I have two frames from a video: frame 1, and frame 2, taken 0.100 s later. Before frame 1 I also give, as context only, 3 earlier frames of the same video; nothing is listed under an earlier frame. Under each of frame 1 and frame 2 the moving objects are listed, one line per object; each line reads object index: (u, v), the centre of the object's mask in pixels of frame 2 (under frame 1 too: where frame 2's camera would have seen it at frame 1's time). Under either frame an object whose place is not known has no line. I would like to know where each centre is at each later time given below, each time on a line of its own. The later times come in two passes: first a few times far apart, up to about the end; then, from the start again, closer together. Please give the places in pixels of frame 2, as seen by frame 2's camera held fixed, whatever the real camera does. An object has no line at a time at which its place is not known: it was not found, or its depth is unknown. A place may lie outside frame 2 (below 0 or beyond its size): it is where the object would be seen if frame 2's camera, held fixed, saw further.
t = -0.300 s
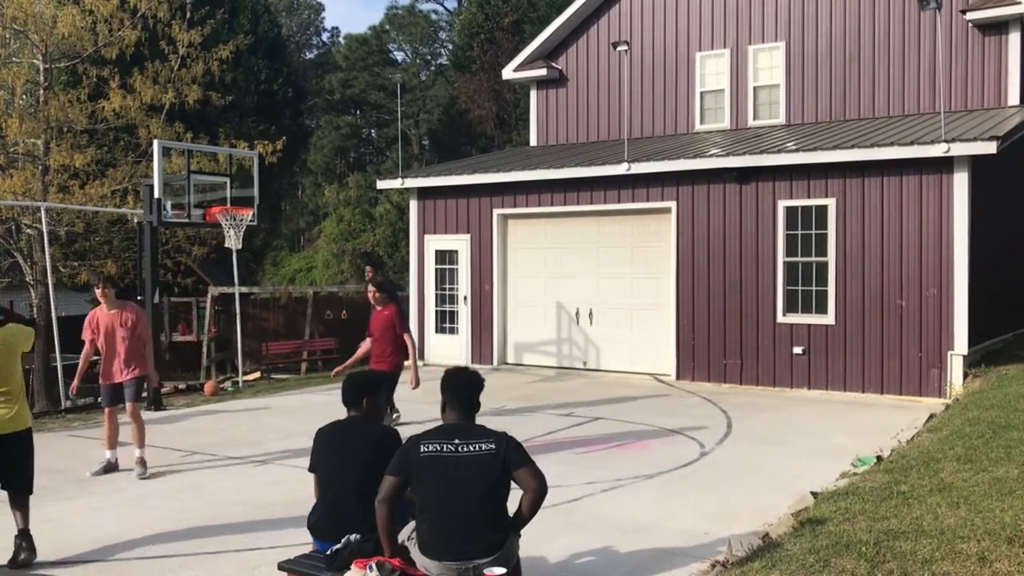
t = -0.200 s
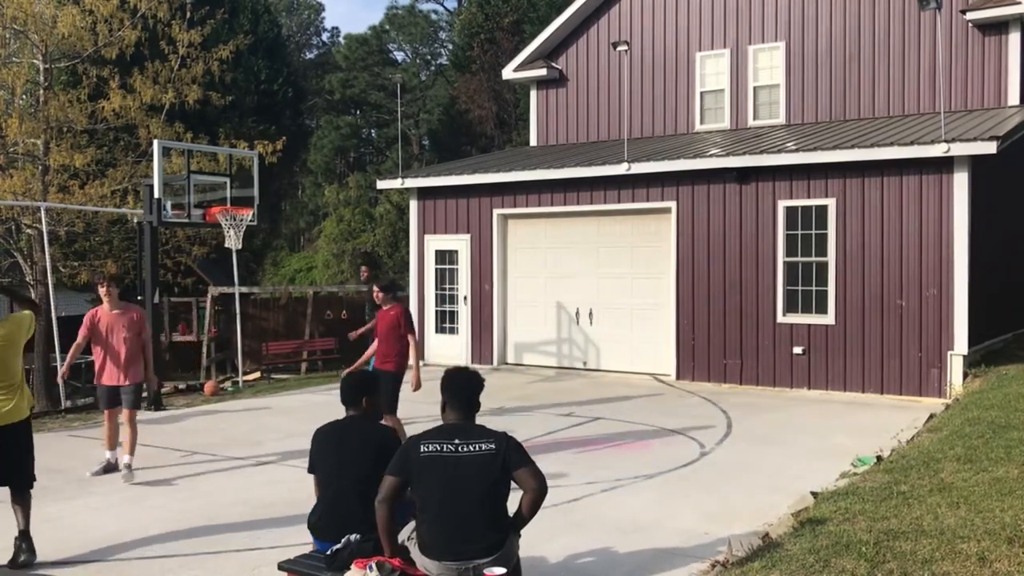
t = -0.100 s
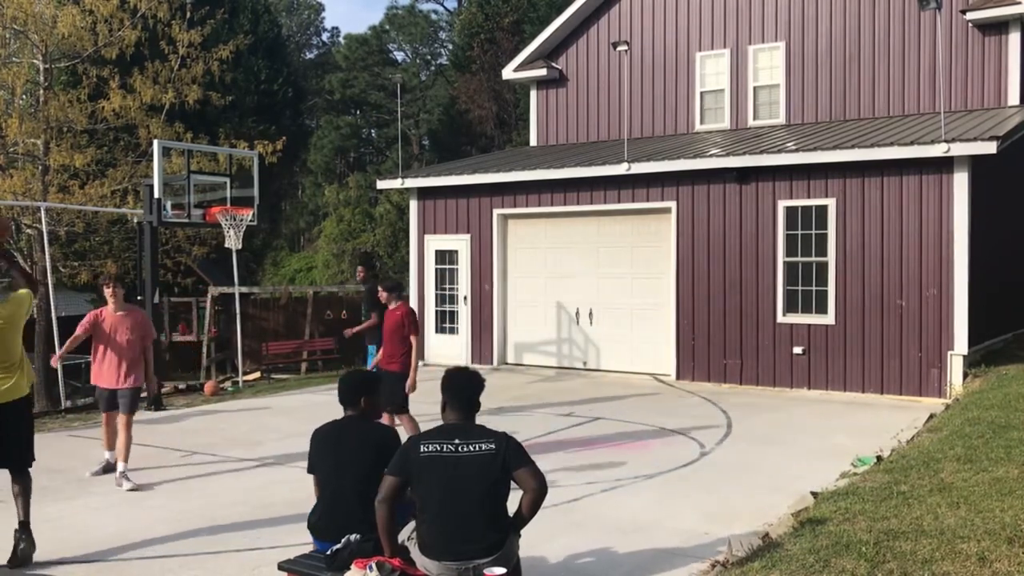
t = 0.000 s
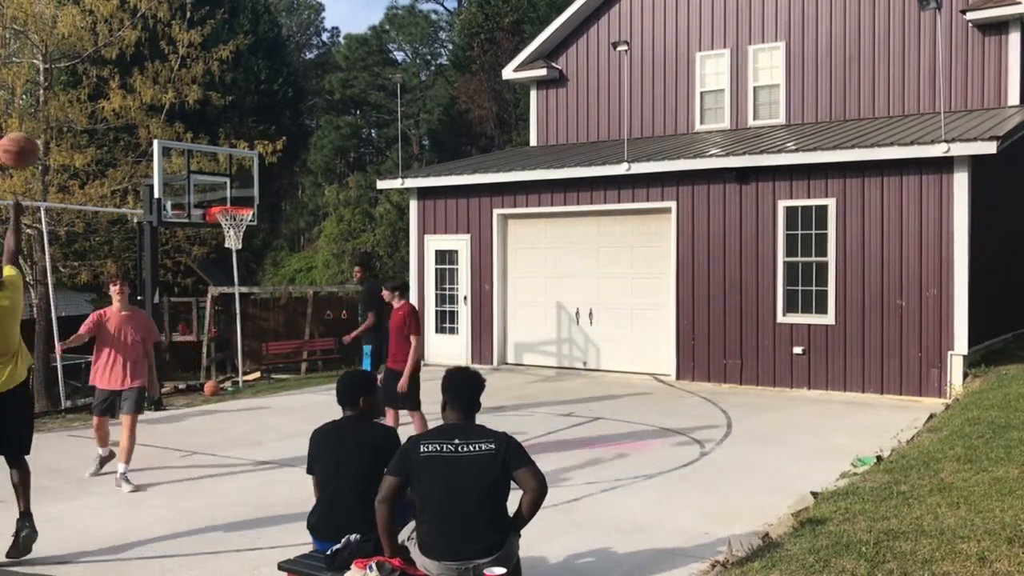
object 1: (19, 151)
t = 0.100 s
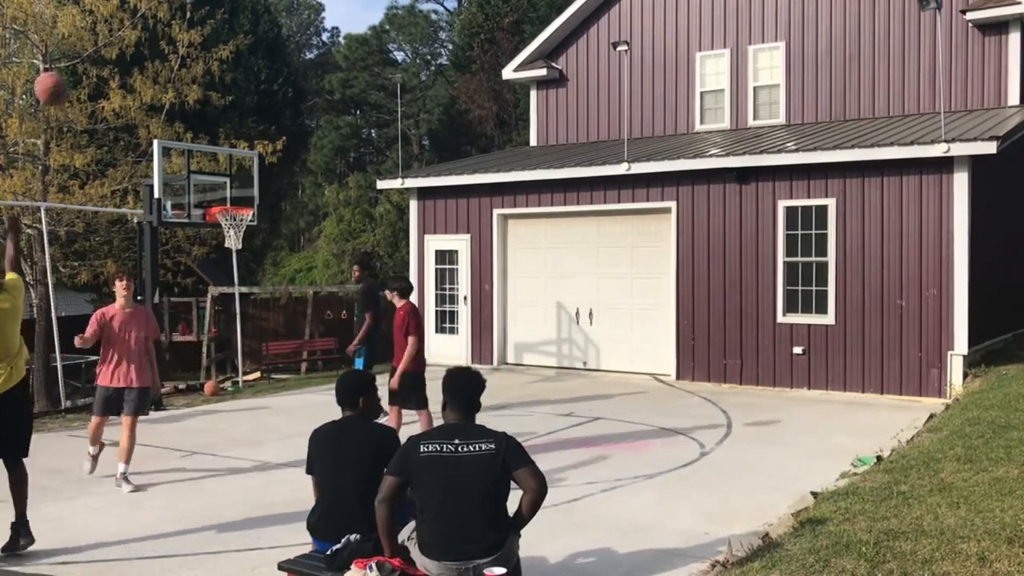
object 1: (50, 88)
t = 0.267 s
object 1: (98, 30)
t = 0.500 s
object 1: (148, 18)
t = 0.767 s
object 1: (192, 68)
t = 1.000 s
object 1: (221, 155)
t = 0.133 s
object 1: (62, 73)
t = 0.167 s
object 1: (72, 60)
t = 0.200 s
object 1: (81, 48)
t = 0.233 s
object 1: (89, 38)
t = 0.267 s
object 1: (98, 30)
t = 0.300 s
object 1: (106, 24)
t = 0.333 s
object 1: (113, 20)
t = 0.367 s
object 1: (122, 17)
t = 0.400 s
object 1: (127, 14)
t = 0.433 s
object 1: (136, 15)
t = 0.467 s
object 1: (141, 16)
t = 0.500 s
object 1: (148, 18)
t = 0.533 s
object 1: (154, 21)
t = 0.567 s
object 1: (160, 25)
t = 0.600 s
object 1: (167, 30)
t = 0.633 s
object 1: (171, 36)
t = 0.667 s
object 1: (177, 43)
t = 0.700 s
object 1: (181, 51)
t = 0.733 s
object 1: (184, 59)
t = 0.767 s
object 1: (192, 68)
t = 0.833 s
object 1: (200, 91)
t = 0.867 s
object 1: (205, 102)
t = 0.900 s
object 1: (209, 114)
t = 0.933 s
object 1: (213, 128)
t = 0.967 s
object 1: (217, 140)
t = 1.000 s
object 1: (221, 155)
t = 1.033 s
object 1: (225, 169)
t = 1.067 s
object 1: (229, 183)
